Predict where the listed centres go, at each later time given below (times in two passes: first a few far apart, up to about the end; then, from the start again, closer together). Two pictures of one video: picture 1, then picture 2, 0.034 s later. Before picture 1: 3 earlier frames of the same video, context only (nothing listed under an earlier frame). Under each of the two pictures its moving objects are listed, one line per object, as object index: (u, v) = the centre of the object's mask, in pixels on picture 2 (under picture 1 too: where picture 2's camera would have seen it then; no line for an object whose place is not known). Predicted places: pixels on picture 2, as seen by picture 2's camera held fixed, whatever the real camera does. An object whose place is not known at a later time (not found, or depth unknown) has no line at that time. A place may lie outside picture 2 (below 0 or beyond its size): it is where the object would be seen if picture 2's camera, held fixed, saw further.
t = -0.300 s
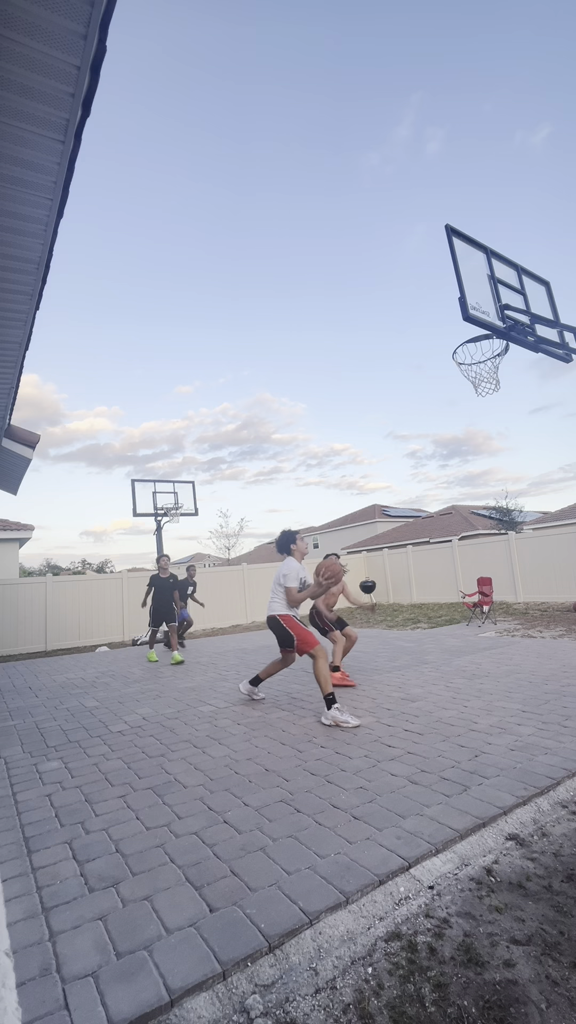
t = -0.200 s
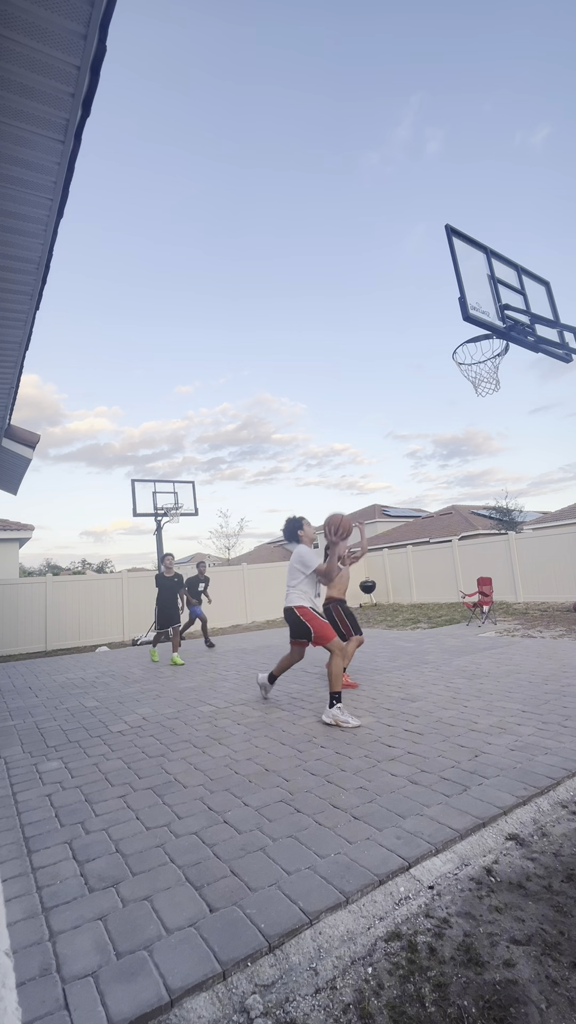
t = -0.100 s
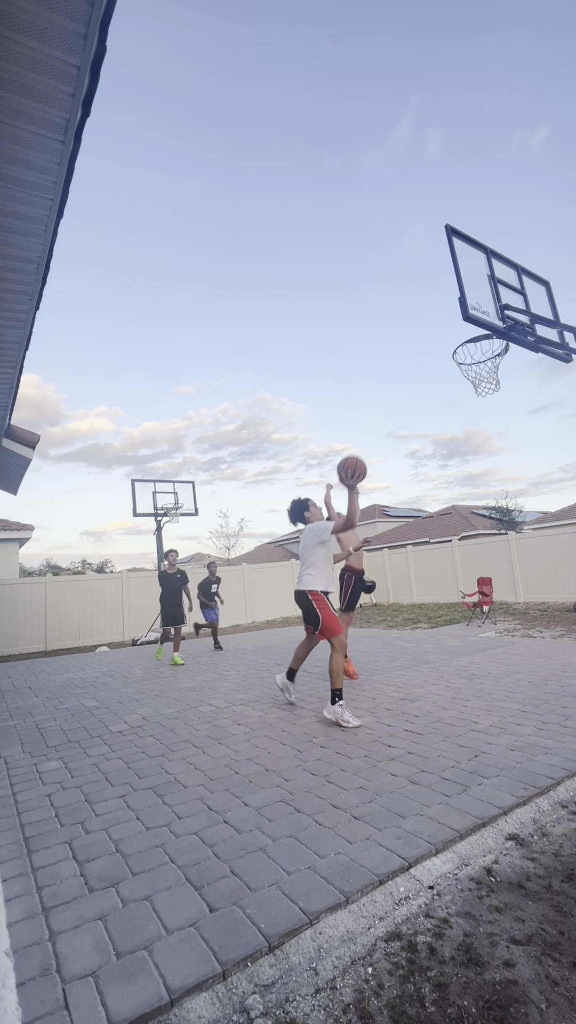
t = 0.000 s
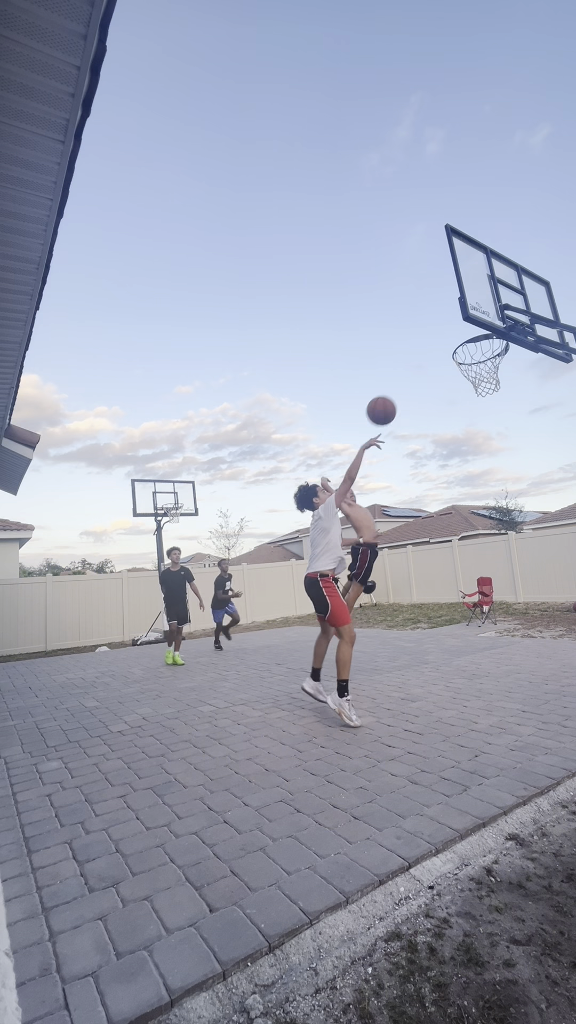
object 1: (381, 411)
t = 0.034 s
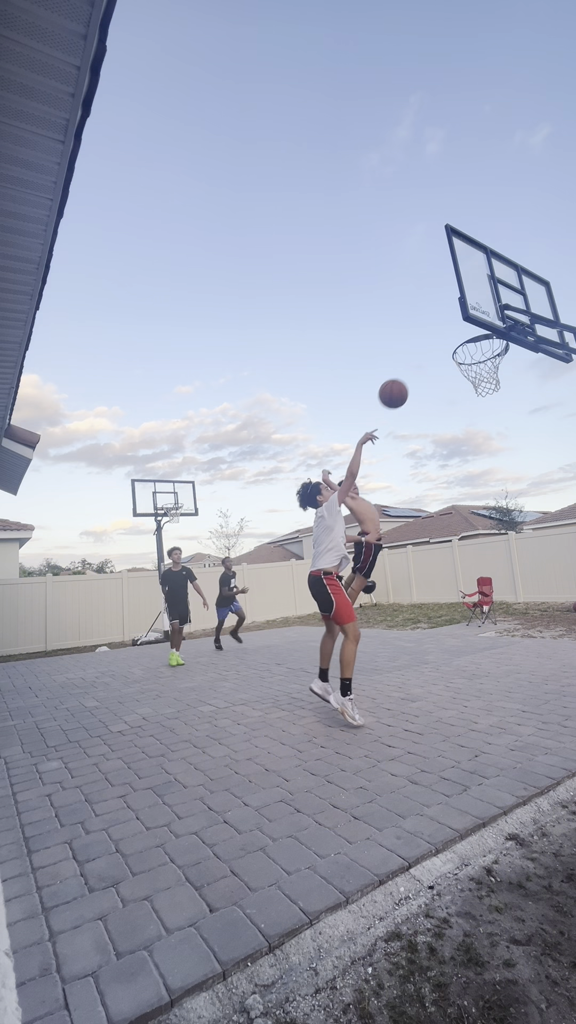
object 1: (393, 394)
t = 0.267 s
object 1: (471, 326)
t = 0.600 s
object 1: (476, 350)
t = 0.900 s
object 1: (495, 383)
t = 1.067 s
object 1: (507, 431)
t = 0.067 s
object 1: (405, 378)
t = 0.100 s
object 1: (417, 365)
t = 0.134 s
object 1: (429, 352)
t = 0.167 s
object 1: (440, 341)
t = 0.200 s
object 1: (452, 332)
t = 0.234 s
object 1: (461, 327)
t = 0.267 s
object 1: (471, 326)
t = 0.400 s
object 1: (477, 329)
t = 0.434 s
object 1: (474, 330)
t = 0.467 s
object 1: (478, 336)
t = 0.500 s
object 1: (478, 341)
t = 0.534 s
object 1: (478, 351)
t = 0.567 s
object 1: (477, 352)
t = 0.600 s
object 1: (476, 350)
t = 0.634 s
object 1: (475, 348)
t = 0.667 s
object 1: (475, 347)
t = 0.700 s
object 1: (476, 351)
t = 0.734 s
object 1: (478, 353)
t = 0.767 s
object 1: (482, 356)
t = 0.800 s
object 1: (485, 362)
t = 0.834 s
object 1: (490, 369)
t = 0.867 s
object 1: (492, 376)
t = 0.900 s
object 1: (495, 383)
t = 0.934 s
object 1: (497, 390)
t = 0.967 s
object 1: (499, 399)
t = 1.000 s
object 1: (502, 408)
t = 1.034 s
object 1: (504, 419)
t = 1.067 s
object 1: (507, 431)
